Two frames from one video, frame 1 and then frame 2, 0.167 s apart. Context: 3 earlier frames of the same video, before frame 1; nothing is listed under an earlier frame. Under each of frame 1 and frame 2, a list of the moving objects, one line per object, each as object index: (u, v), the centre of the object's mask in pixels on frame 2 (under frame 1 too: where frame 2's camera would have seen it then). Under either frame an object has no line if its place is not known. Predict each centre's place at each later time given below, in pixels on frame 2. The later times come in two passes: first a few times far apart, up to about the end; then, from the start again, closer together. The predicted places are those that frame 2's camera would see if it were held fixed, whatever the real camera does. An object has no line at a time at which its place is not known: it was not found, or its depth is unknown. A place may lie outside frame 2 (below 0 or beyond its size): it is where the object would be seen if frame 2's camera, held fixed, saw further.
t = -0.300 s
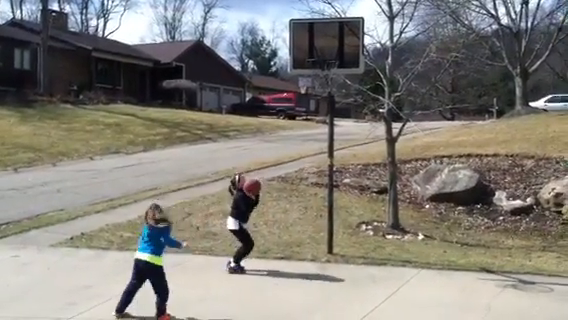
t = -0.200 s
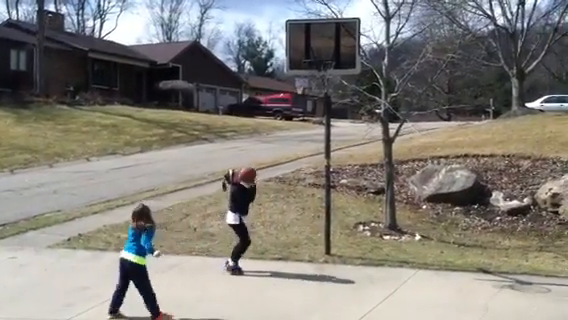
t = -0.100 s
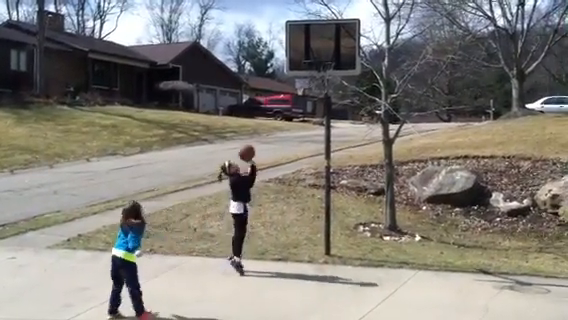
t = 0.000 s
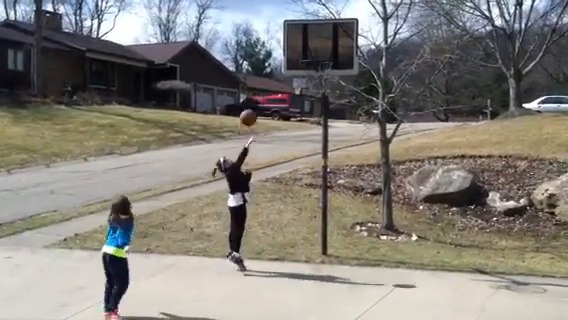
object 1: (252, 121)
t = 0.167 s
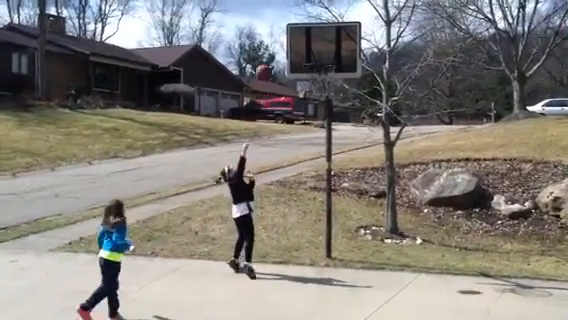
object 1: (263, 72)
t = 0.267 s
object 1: (270, 53)
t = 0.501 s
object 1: (287, 33)
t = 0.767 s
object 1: (304, 55)
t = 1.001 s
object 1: (315, 69)
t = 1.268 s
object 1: (323, 119)
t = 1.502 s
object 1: (331, 197)
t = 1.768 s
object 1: (334, 236)
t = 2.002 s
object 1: (337, 189)
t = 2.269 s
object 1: (339, 179)
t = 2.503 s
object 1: (341, 213)
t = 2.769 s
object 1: (344, 258)
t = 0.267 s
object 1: (270, 53)
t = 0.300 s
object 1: (274, 48)
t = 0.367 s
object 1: (277, 40)
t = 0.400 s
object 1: (280, 37)
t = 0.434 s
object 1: (283, 35)
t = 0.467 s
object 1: (284, 34)
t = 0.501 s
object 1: (287, 33)
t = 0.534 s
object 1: (289, 33)
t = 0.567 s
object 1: (293, 34)
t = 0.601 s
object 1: (295, 35)
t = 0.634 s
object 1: (297, 37)
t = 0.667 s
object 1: (298, 41)
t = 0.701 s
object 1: (300, 44)
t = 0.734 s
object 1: (301, 48)
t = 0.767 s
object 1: (304, 55)
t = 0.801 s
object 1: (307, 56)
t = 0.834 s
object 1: (308, 55)
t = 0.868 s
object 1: (308, 56)
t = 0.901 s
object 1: (309, 57)
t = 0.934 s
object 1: (309, 58)
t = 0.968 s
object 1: (312, 63)
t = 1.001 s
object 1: (315, 69)
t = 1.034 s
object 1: (317, 75)
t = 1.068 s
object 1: (319, 79)
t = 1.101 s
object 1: (320, 84)
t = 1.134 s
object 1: (320, 90)
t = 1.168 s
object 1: (322, 94)
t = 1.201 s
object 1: (322, 102)
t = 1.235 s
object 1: (324, 110)
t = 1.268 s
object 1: (323, 119)
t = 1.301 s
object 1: (324, 127)
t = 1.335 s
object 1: (325, 137)
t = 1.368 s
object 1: (326, 148)
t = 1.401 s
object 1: (327, 160)
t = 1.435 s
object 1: (329, 170)
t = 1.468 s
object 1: (330, 184)
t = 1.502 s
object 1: (331, 197)
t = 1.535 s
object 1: (330, 213)
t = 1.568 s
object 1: (331, 228)
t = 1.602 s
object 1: (332, 244)
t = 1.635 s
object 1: (333, 261)
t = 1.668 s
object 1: (333, 265)
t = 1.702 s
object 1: (334, 255)
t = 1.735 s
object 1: (334, 244)
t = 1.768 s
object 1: (334, 236)
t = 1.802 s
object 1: (335, 227)
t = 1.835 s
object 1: (335, 219)
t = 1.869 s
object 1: (335, 212)
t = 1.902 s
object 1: (336, 204)
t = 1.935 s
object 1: (336, 198)
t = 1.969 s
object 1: (337, 193)
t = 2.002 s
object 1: (337, 189)
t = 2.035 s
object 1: (337, 186)
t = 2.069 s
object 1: (337, 183)
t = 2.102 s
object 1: (338, 180)
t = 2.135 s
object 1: (337, 178)
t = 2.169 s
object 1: (338, 178)
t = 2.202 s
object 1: (339, 178)
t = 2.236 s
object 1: (339, 179)
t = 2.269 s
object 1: (339, 179)
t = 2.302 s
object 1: (340, 182)
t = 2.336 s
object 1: (339, 186)
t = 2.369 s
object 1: (340, 189)
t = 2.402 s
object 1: (341, 194)
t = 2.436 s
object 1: (341, 199)
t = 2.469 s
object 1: (341, 205)
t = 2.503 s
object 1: (341, 213)
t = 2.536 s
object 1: (342, 221)
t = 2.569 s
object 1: (342, 229)
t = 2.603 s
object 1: (342, 239)
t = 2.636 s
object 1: (342, 249)
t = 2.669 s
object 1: (342, 260)
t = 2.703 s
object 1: (343, 272)
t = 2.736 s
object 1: (342, 265)
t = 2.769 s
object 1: (344, 258)
